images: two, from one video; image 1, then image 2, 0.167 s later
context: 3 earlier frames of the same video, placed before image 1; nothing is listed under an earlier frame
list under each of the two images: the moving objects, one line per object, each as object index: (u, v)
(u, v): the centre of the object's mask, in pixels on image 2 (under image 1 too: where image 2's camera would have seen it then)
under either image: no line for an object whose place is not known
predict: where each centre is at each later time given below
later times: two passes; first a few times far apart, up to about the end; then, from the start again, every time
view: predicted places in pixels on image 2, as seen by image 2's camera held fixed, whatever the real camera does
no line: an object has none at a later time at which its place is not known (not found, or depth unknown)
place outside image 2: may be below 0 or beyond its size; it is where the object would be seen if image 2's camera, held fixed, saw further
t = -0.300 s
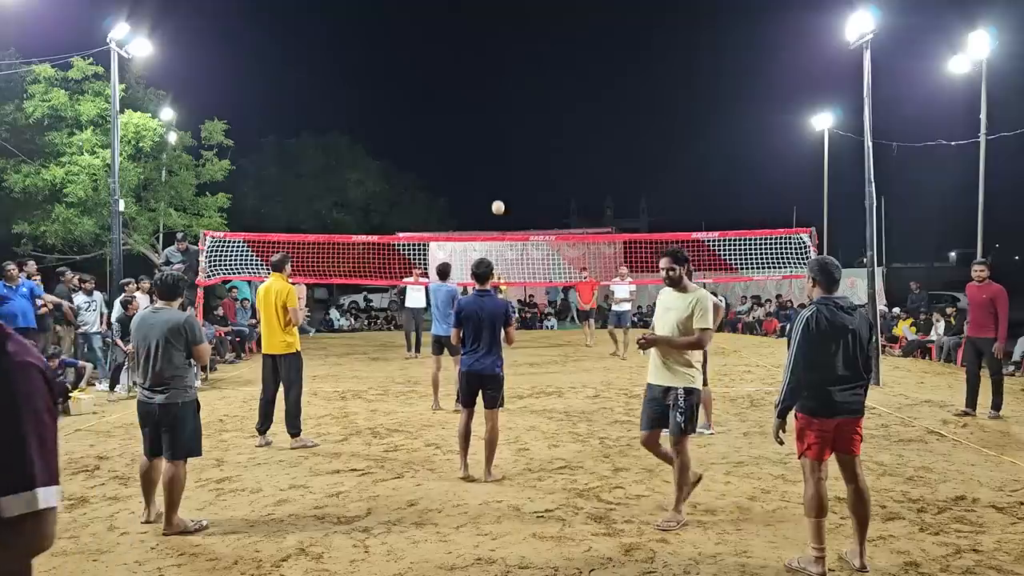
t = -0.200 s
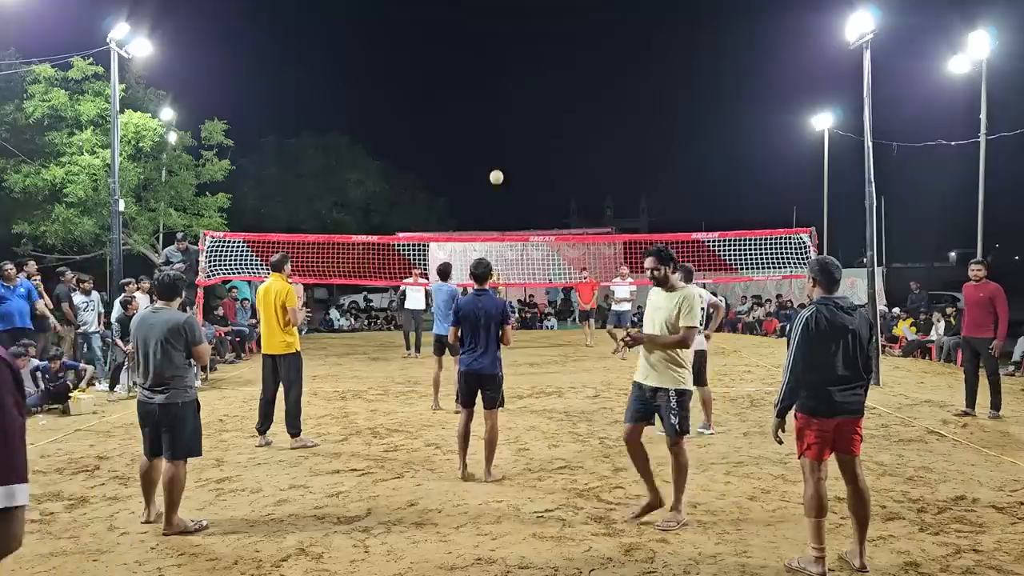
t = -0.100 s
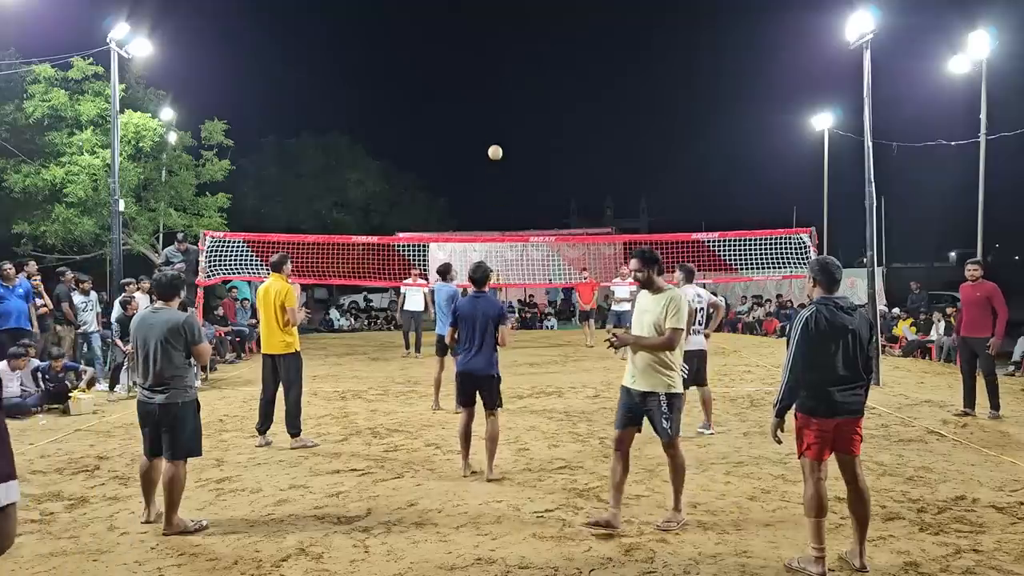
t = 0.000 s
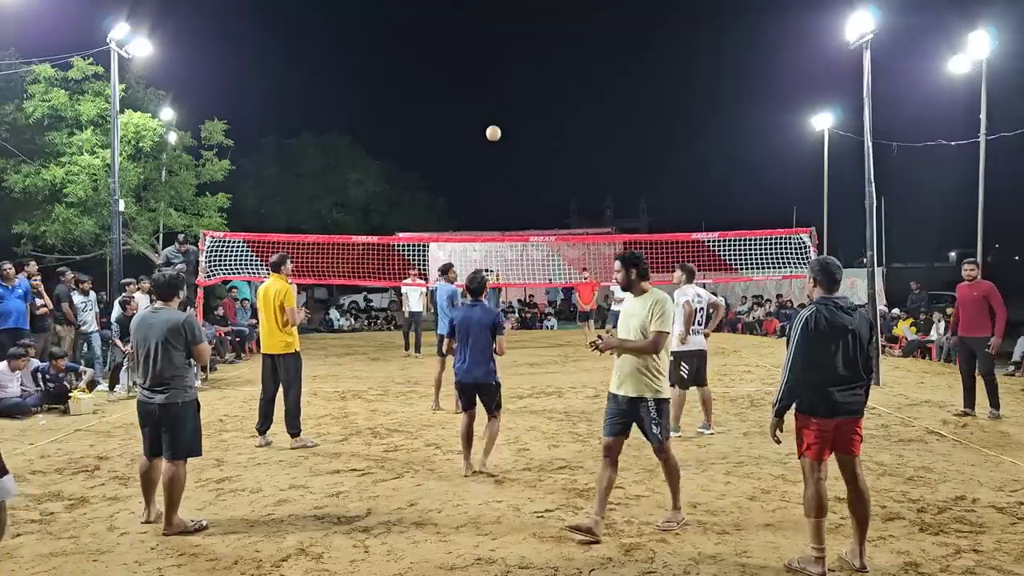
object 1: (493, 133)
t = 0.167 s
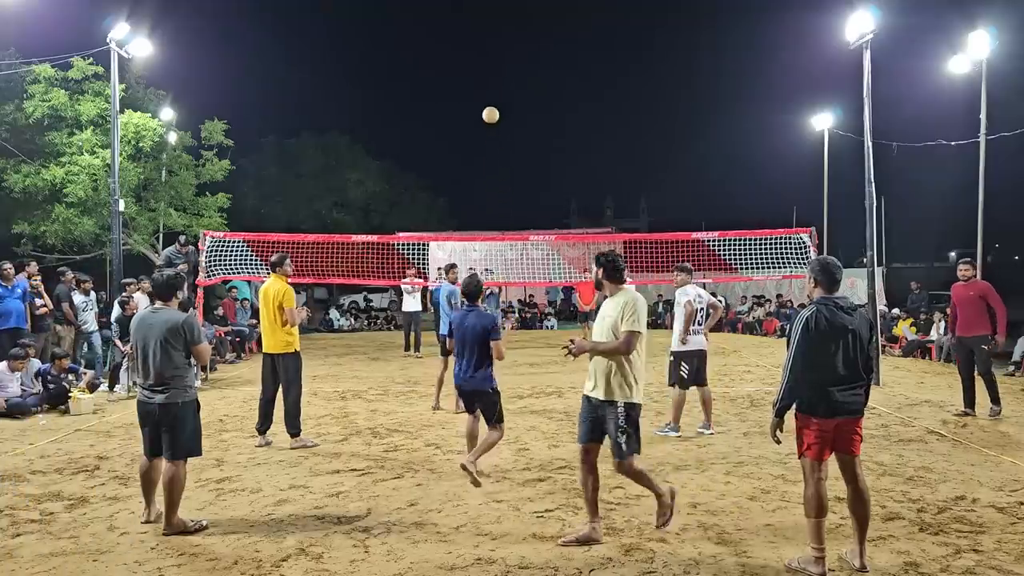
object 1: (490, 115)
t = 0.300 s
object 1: (488, 118)
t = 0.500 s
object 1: (486, 162)
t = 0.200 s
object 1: (490, 114)
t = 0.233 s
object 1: (489, 114)
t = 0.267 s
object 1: (489, 116)
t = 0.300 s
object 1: (488, 118)
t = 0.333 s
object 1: (487, 122)
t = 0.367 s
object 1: (487, 126)
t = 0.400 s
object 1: (486, 133)
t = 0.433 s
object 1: (486, 141)
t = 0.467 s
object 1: (486, 150)
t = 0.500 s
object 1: (486, 162)
